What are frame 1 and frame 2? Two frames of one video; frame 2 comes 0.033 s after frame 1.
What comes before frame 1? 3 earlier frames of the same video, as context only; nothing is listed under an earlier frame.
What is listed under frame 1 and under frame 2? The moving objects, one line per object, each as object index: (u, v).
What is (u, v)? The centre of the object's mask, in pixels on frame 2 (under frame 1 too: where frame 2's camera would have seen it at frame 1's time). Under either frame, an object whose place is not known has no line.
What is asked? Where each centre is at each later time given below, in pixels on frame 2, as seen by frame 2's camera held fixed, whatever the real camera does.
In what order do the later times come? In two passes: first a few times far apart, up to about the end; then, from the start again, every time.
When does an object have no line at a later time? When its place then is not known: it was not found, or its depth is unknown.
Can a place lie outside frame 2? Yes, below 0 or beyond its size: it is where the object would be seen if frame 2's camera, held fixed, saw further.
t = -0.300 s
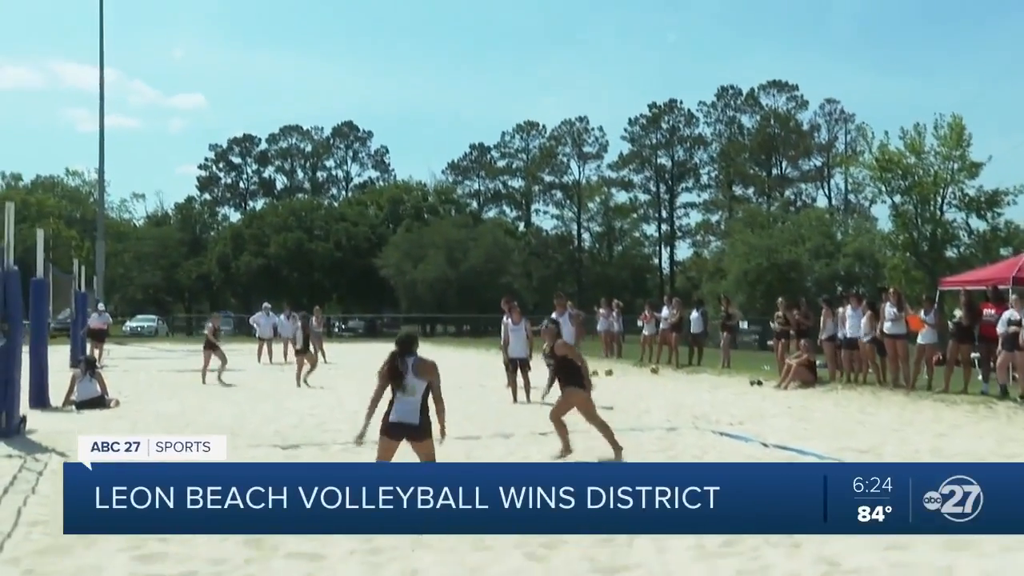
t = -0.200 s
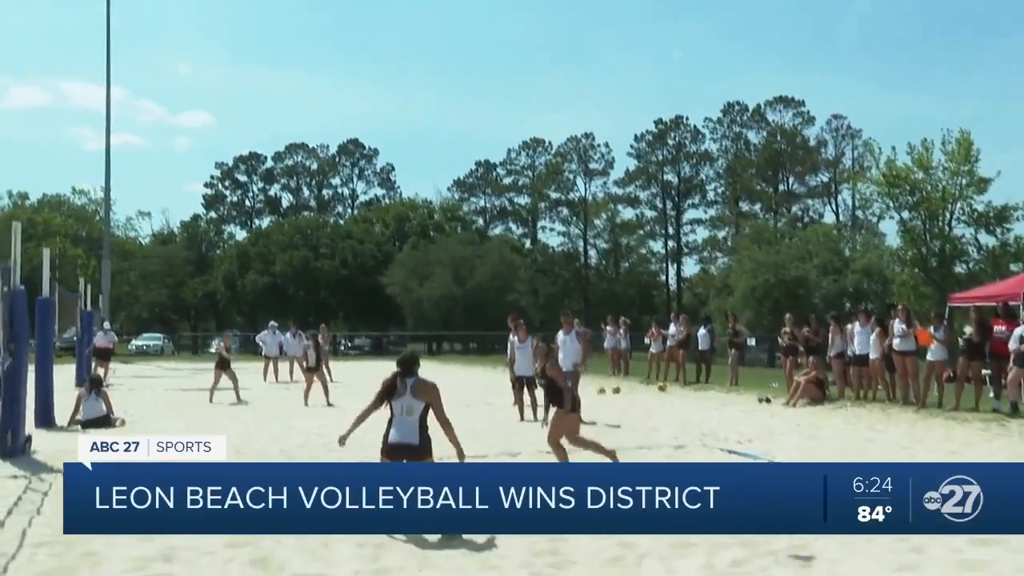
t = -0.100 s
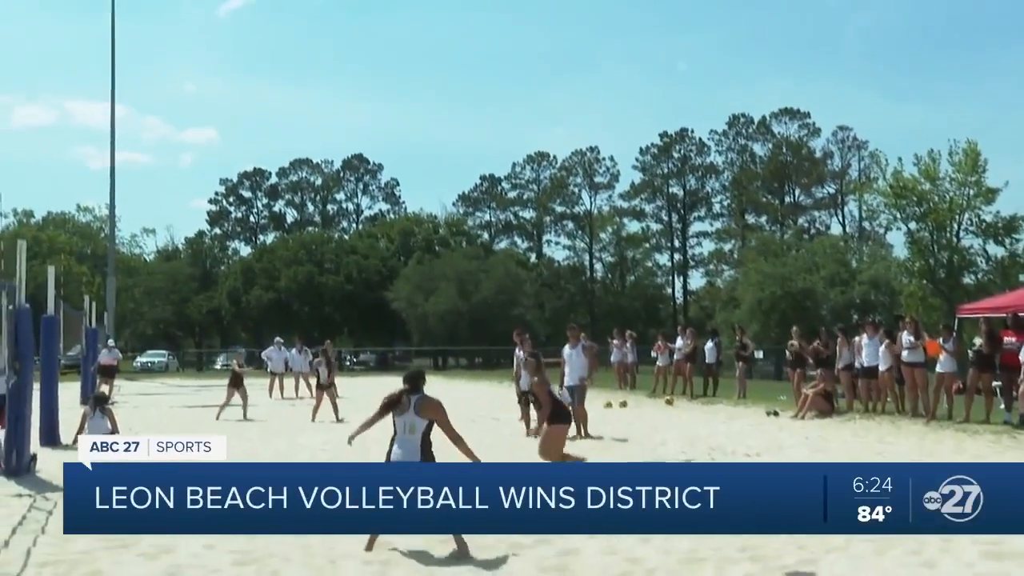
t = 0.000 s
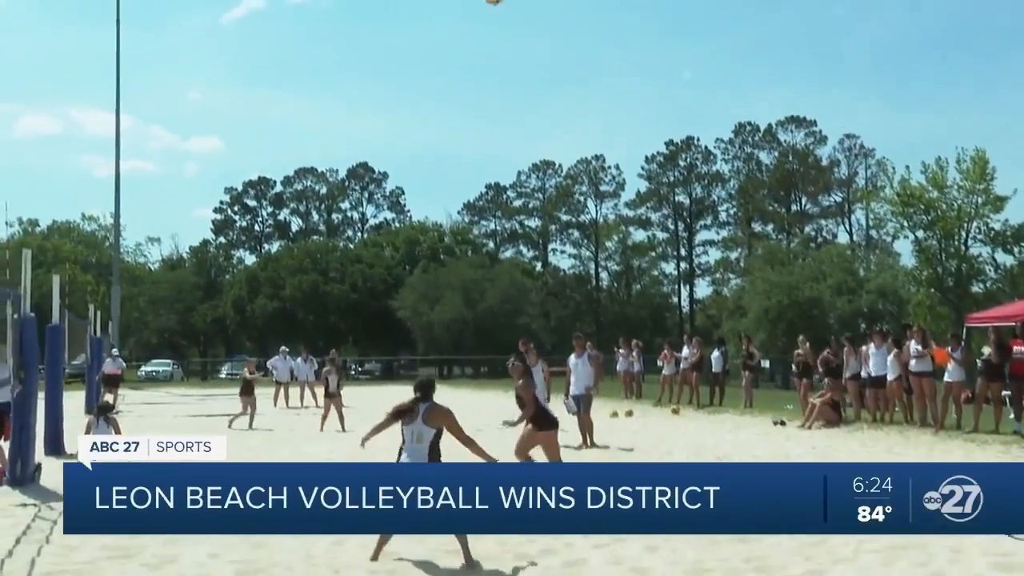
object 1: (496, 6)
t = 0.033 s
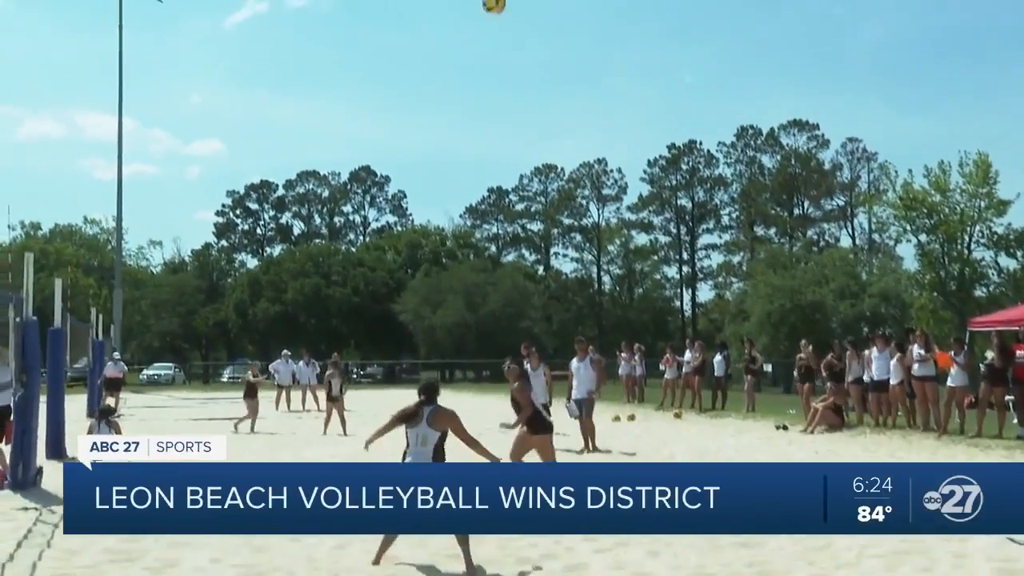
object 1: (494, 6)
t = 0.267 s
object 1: (473, 79)
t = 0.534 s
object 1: (442, 248)
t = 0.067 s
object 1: (491, 9)
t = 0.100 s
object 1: (488, 18)
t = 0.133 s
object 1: (485, 28)
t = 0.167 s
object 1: (481, 39)
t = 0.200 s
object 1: (479, 50)
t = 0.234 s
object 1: (476, 65)
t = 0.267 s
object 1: (473, 79)
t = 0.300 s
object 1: (469, 96)
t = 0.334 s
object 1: (466, 113)
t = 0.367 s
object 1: (463, 133)
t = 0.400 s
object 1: (460, 153)
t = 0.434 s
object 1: (456, 175)
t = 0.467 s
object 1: (453, 198)
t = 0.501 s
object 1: (446, 223)
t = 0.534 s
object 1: (442, 248)
